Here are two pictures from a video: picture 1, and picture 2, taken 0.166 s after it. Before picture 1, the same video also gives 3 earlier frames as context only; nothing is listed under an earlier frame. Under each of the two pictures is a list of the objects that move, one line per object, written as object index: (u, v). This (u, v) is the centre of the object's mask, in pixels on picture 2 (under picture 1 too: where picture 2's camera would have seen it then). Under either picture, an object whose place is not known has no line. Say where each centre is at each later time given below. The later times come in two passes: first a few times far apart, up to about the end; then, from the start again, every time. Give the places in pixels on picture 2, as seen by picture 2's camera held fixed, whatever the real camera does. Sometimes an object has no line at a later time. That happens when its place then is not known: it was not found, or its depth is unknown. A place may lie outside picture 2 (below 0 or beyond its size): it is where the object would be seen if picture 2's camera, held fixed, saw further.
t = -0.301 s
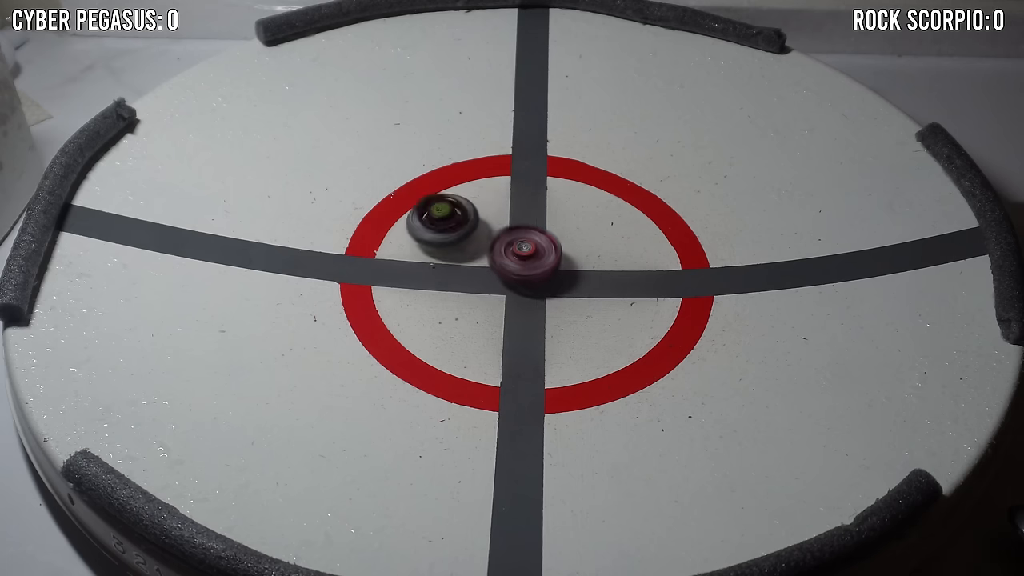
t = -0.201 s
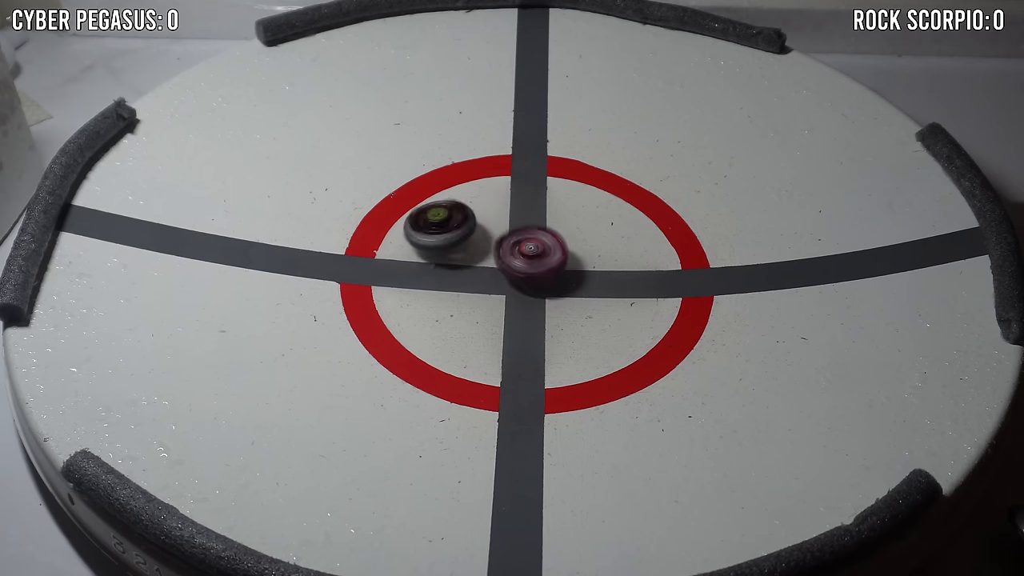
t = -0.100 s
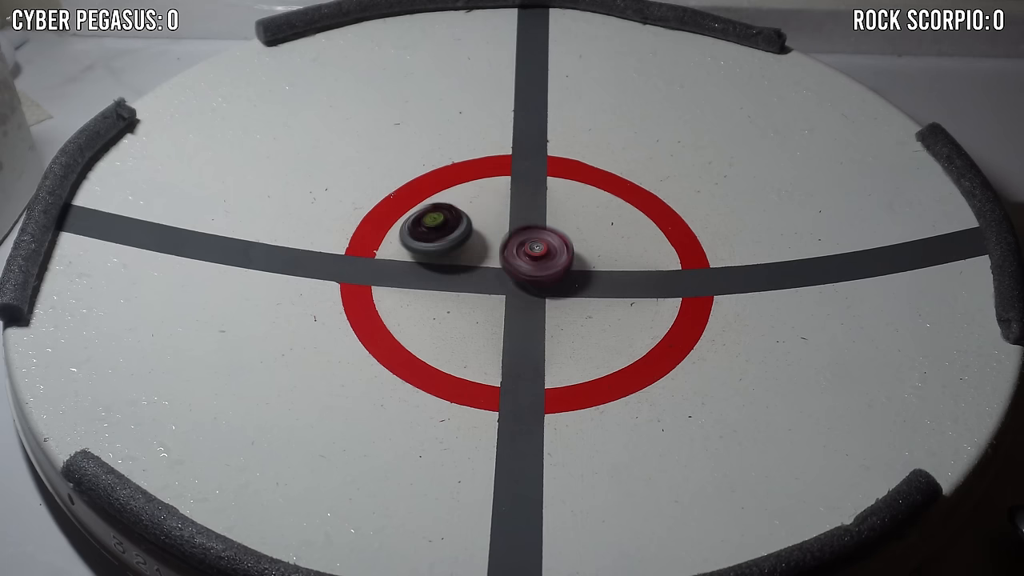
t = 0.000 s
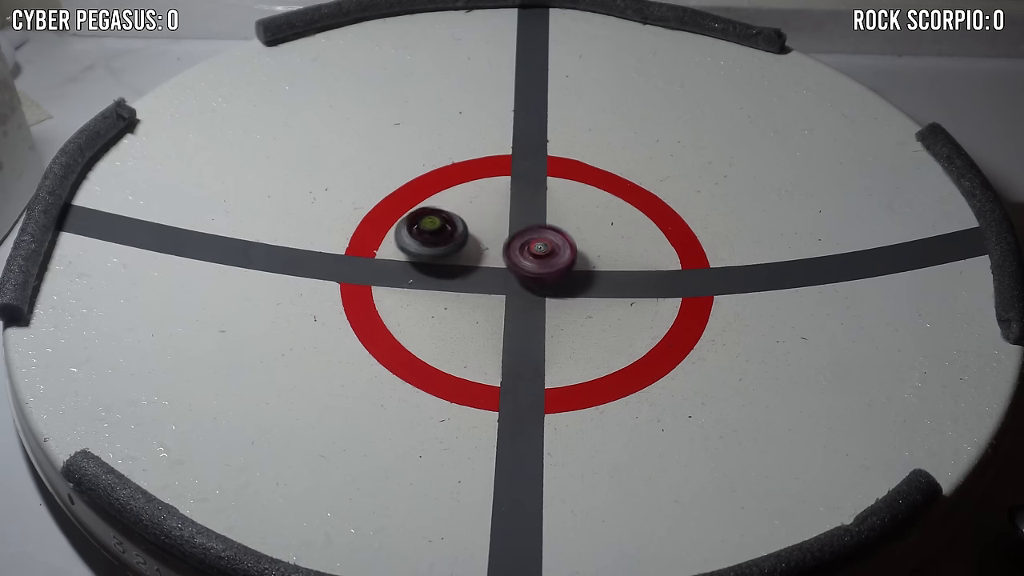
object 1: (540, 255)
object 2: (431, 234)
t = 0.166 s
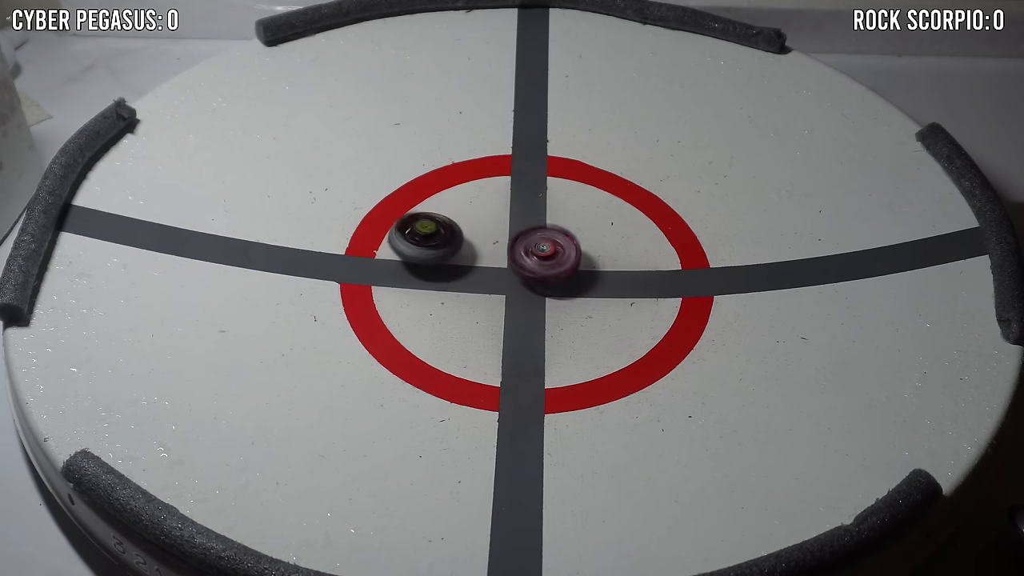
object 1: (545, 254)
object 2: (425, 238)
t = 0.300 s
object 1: (546, 255)
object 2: (424, 239)
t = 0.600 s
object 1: (541, 258)
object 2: (436, 243)
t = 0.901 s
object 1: (525, 255)
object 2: (436, 258)
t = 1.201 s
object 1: (520, 252)
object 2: (429, 265)
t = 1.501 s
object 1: (516, 249)
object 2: (439, 266)
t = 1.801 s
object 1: (516, 247)
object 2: (447, 278)
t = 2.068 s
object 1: (520, 248)
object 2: (444, 284)
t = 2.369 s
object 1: (525, 254)
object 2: (453, 288)
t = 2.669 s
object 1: (524, 258)
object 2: (467, 297)
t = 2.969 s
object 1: (541, 253)
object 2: (459, 299)
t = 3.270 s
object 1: (548, 257)
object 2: (477, 300)
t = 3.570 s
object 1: (536, 256)
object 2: (480, 304)
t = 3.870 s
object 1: (542, 249)
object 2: (488, 307)
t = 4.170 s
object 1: (543, 251)
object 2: (499, 310)
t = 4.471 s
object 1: (538, 245)
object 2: (503, 310)
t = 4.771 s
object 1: (539, 242)
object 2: (512, 306)
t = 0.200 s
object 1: (544, 255)
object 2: (424, 237)
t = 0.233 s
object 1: (546, 254)
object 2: (424, 237)
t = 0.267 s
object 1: (545, 255)
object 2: (424, 238)
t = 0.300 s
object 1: (546, 255)
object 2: (424, 239)
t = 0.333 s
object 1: (545, 255)
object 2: (423, 239)
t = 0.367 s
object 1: (546, 255)
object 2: (424, 238)
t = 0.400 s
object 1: (545, 255)
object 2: (426, 237)
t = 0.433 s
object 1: (546, 256)
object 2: (430, 238)
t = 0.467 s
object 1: (544, 256)
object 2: (430, 240)
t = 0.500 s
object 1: (542, 256)
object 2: (429, 241)
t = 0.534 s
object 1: (542, 256)
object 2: (430, 240)
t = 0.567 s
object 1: (540, 256)
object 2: (433, 241)
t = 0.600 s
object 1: (541, 258)
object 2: (436, 243)
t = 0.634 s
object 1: (538, 257)
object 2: (436, 246)
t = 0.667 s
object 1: (537, 257)
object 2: (435, 248)
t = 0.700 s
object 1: (534, 258)
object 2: (435, 248)
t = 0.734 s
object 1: (533, 259)
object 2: (437, 248)
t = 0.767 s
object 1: (531, 260)
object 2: (438, 252)
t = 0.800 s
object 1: (528, 258)
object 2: (438, 255)
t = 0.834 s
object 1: (528, 257)
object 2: (436, 256)
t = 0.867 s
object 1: (525, 257)
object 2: (436, 256)
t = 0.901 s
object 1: (525, 255)
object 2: (436, 258)
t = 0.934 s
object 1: (523, 256)
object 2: (437, 261)
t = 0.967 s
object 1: (523, 254)
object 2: (434, 262)
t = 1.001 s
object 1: (523, 254)
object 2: (432, 263)
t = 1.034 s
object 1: (521, 253)
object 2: (431, 263)
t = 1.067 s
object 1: (522, 253)
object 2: (432, 264)
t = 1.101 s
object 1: (522, 253)
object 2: (430, 265)
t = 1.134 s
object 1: (522, 251)
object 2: (428, 265)
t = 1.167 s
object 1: (521, 252)
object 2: (429, 265)
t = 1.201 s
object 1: (520, 252)
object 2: (429, 265)
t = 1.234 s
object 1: (521, 252)
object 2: (429, 264)
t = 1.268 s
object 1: (519, 253)
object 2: (429, 265)
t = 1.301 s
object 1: (519, 251)
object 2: (430, 265)
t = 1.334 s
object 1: (519, 251)
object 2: (431, 264)
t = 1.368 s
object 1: (517, 250)
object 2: (433, 264)
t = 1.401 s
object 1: (517, 249)
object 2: (434, 264)
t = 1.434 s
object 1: (516, 250)
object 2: (435, 266)
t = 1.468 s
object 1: (515, 249)
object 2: (436, 266)
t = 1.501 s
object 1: (516, 249)
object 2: (439, 266)
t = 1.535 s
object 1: (514, 248)
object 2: (441, 267)
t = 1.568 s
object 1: (515, 248)
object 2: (443, 269)
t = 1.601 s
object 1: (515, 248)
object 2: (444, 271)
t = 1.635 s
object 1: (514, 247)
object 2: (445, 272)
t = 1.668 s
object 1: (516, 247)
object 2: (445, 272)
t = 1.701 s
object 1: (515, 247)
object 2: (447, 274)
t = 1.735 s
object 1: (515, 246)
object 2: (448, 276)
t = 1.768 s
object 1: (517, 247)
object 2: (448, 278)
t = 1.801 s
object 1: (516, 247)
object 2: (447, 278)
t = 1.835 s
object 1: (516, 247)
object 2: (446, 280)
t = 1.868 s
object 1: (518, 248)
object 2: (446, 280)
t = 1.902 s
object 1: (516, 248)
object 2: (446, 282)
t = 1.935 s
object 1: (517, 247)
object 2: (446, 283)
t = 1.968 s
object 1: (519, 248)
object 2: (445, 285)
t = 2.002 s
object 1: (518, 247)
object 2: (444, 284)
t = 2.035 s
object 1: (519, 247)
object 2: (444, 285)
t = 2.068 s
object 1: (520, 248)
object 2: (444, 284)
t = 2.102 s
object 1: (519, 248)
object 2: (443, 286)
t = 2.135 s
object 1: (521, 247)
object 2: (443, 286)
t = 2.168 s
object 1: (522, 247)
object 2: (443, 286)
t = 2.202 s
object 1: (521, 247)
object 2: (444, 286)
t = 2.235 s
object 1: (523, 248)
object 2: (445, 287)
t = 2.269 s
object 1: (524, 249)
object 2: (446, 287)
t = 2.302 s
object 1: (522, 250)
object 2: (447, 286)
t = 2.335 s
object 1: (525, 251)
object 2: (450, 287)
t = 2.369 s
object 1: (525, 254)
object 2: (453, 288)
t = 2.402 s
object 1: (522, 254)
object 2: (454, 289)
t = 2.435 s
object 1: (522, 252)
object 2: (455, 289)
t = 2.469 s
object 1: (523, 255)
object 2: (458, 290)
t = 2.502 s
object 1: (521, 256)
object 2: (459, 291)
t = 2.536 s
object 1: (521, 255)
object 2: (462, 292)
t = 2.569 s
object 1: (524, 257)
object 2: (464, 294)
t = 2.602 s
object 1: (522, 257)
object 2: (465, 295)
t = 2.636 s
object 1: (522, 257)
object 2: (467, 296)
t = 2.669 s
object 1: (524, 258)
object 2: (467, 297)
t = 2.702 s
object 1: (524, 259)
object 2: (467, 298)
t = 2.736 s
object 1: (526, 257)
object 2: (464, 301)
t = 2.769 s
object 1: (532, 255)
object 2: (460, 301)
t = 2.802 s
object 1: (535, 255)
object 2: (459, 299)
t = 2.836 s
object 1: (535, 254)
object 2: (461, 299)
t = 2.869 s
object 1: (535, 253)
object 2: (464, 300)
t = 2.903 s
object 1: (541, 253)
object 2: (463, 301)
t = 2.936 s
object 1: (542, 255)
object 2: (460, 301)
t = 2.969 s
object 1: (541, 253)
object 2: (459, 299)
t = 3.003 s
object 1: (542, 251)
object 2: (460, 297)
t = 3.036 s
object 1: (546, 252)
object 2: (463, 297)
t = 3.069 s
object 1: (546, 253)
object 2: (465, 296)
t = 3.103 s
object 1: (546, 254)
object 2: (468, 297)
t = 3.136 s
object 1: (548, 256)
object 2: (468, 298)
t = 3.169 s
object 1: (547, 259)
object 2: (470, 300)
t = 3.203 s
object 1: (545, 260)
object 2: (473, 300)
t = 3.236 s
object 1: (545, 256)
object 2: (473, 298)
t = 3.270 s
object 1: (548, 257)
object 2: (477, 300)
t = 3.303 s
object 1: (547, 259)
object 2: (478, 301)
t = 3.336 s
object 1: (542, 258)
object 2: (479, 302)
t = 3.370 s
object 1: (542, 260)
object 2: (479, 303)
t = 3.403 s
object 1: (542, 259)
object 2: (479, 306)
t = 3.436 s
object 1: (540, 258)
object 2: (478, 303)
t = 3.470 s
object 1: (538, 256)
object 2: (481, 303)
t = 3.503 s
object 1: (539, 258)
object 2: (481, 303)
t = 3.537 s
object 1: (538, 256)
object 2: (482, 303)
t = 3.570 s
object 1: (536, 256)
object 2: (480, 304)
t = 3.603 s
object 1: (536, 254)
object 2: (480, 303)
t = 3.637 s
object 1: (539, 253)
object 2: (481, 305)
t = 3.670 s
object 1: (539, 252)
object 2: (481, 304)
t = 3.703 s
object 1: (536, 253)
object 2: (481, 305)
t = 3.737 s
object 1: (537, 252)
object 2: (484, 305)
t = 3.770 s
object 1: (540, 252)
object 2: (485, 306)
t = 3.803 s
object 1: (540, 251)
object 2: (485, 305)
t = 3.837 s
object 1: (539, 250)
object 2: (486, 307)
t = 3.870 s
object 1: (542, 249)
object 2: (488, 307)
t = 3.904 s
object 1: (544, 251)
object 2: (488, 306)
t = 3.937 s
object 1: (542, 253)
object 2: (488, 305)
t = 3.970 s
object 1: (541, 252)
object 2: (490, 304)
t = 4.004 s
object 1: (543, 251)
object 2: (494, 302)
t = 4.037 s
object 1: (544, 251)
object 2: (495, 304)
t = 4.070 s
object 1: (541, 252)
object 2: (497, 305)
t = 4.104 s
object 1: (540, 250)
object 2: (497, 306)
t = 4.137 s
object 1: (543, 250)
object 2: (497, 308)
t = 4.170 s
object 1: (543, 251)
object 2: (499, 310)
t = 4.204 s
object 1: (539, 251)
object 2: (495, 308)
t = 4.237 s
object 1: (538, 251)
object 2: (496, 308)
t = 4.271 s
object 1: (540, 249)
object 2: (499, 309)
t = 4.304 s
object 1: (541, 249)
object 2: (500, 307)
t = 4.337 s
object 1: (539, 249)
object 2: (505, 311)
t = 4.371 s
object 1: (536, 248)
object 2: (505, 312)
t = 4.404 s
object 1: (537, 246)
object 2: (504, 310)
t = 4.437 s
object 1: (539, 245)
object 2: (504, 310)
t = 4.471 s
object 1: (538, 245)
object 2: (503, 310)
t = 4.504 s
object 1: (537, 244)
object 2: (502, 308)
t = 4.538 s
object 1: (538, 244)
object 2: (504, 306)
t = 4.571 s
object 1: (539, 243)
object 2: (505, 304)
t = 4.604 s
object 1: (538, 242)
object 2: (507, 304)
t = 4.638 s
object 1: (540, 244)
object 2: (511, 304)
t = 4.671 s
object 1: (541, 244)
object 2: (513, 307)
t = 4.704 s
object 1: (540, 244)
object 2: (513, 308)
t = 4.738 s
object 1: (537, 243)
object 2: (512, 307)
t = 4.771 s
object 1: (539, 242)
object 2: (512, 306)
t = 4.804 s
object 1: (543, 243)
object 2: (511, 304)
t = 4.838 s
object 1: (542, 244)
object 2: (511, 302)
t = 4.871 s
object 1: (538, 243)
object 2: (510, 300)
